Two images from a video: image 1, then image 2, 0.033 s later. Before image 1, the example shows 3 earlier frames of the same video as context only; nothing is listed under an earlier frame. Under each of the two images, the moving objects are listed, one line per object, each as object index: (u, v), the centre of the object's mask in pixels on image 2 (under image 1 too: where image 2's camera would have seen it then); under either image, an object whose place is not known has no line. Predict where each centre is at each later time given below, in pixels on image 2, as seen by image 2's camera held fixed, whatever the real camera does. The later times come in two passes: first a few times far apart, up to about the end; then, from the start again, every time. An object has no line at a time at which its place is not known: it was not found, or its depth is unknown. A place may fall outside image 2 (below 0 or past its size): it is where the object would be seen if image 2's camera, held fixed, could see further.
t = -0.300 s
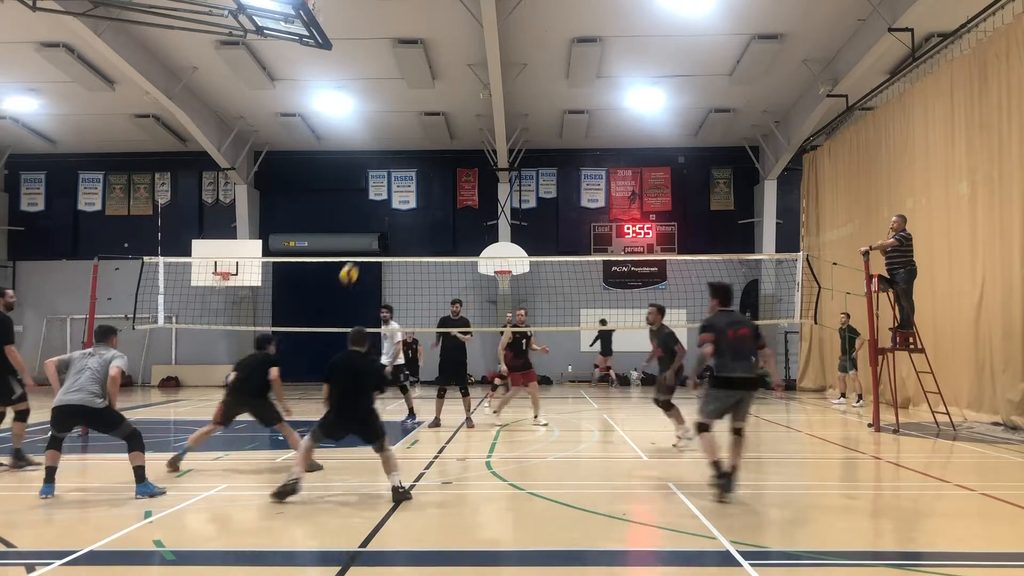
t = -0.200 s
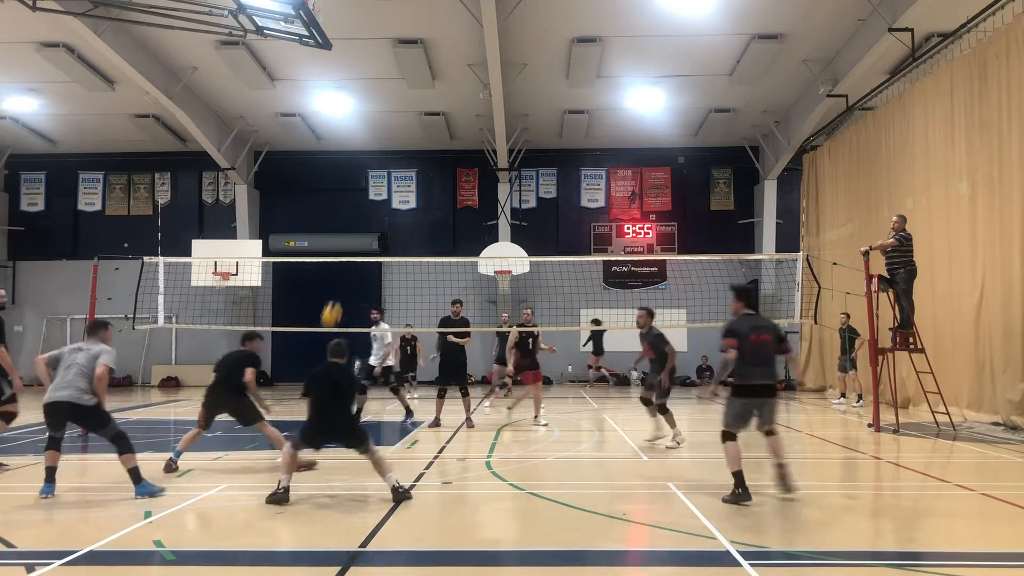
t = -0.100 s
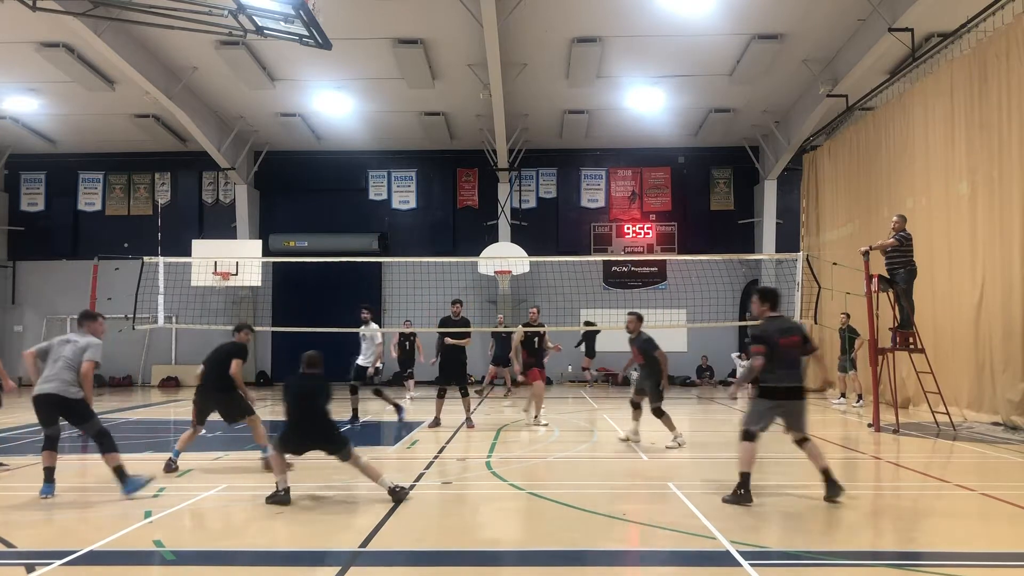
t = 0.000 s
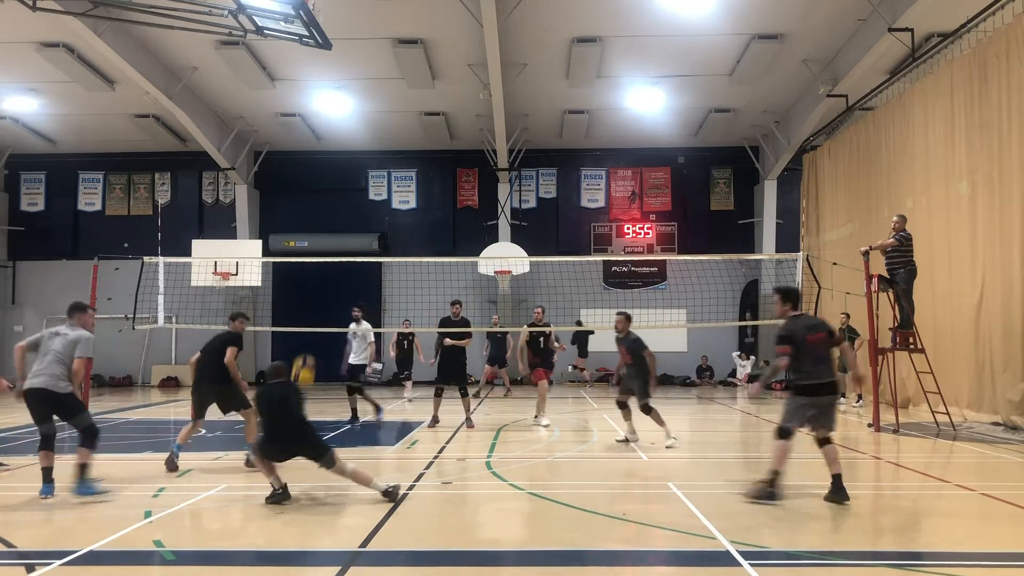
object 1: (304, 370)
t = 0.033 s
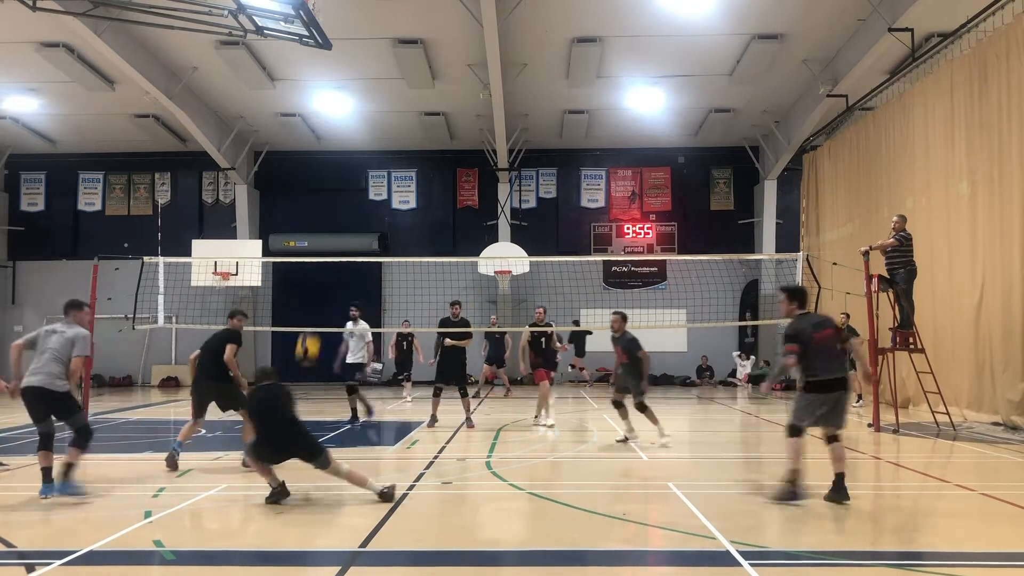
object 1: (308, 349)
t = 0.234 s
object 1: (334, 229)
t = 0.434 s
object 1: (355, 163)
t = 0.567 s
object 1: (369, 142)
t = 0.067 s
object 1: (312, 324)
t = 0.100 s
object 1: (317, 301)
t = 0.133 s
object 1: (321, 281)
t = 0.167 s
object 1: (325, 263)
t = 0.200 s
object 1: (329, 244)
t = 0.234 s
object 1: (334, 229)
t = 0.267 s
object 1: (337, 214)
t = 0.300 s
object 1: (341, 202)
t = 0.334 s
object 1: (345, 191)
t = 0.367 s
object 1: (348, 179)
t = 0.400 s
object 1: (352, 170)
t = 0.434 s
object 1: (355, 163)
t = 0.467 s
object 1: (359, 156)
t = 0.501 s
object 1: (362, 150)
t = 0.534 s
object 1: (365, 145)
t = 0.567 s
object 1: (369, 142)
